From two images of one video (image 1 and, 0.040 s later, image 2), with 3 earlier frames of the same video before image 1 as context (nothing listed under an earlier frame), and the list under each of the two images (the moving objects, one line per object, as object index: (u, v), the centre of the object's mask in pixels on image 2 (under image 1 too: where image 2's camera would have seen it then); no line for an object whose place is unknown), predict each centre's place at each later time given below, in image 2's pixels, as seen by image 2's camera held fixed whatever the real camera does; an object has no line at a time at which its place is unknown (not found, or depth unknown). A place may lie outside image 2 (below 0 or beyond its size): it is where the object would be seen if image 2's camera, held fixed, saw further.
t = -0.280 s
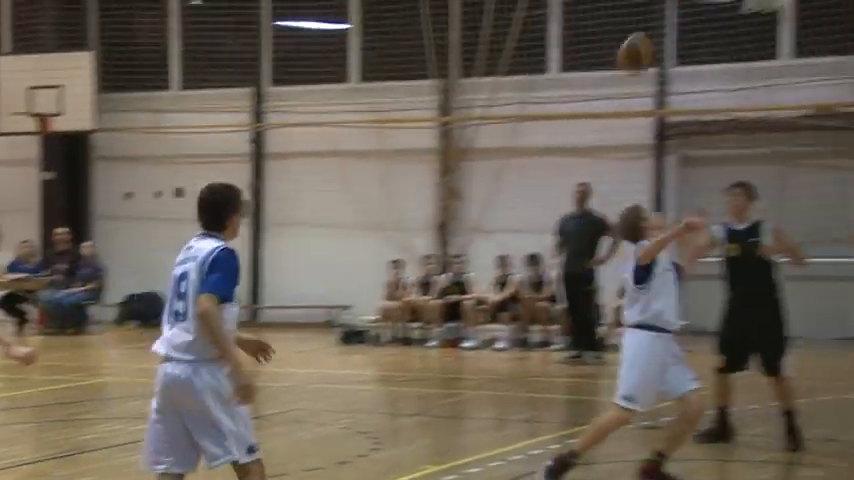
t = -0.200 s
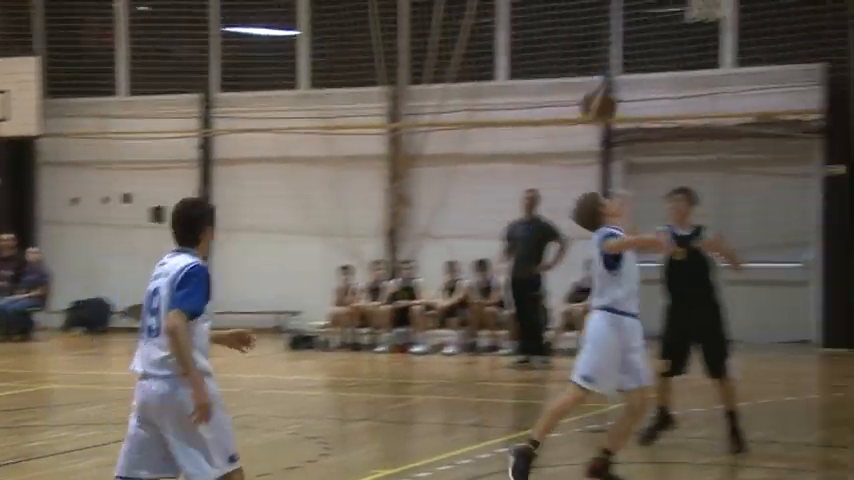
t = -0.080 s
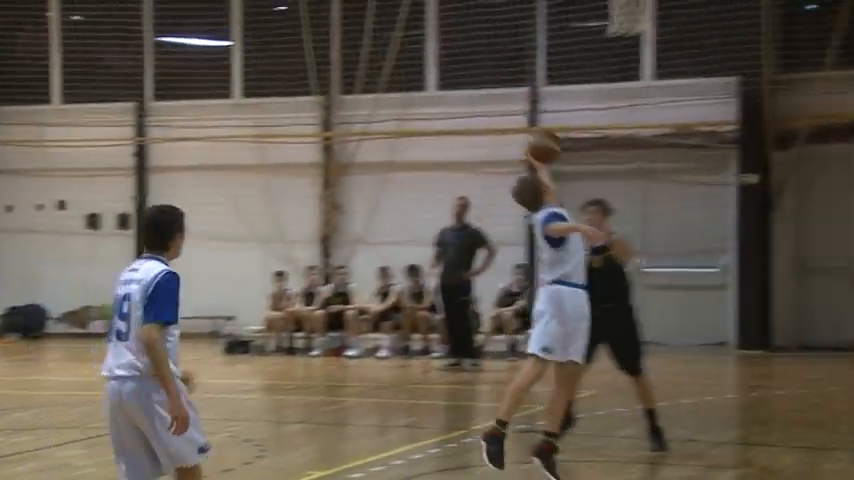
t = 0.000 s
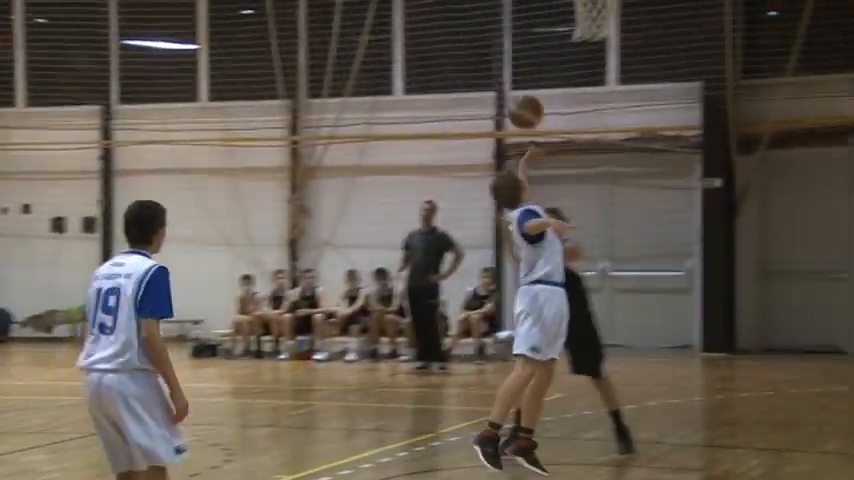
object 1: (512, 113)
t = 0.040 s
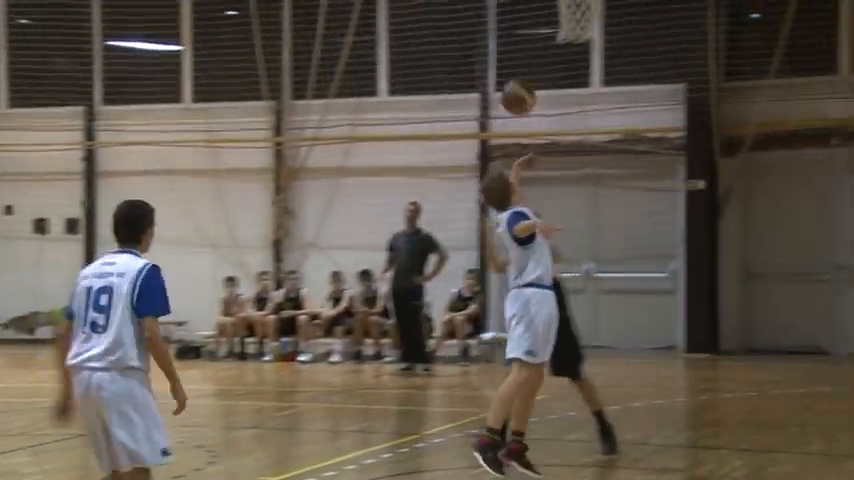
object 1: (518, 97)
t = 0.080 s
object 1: (526, 83)
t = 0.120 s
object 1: (532, 71)
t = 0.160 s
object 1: (539, 62)
